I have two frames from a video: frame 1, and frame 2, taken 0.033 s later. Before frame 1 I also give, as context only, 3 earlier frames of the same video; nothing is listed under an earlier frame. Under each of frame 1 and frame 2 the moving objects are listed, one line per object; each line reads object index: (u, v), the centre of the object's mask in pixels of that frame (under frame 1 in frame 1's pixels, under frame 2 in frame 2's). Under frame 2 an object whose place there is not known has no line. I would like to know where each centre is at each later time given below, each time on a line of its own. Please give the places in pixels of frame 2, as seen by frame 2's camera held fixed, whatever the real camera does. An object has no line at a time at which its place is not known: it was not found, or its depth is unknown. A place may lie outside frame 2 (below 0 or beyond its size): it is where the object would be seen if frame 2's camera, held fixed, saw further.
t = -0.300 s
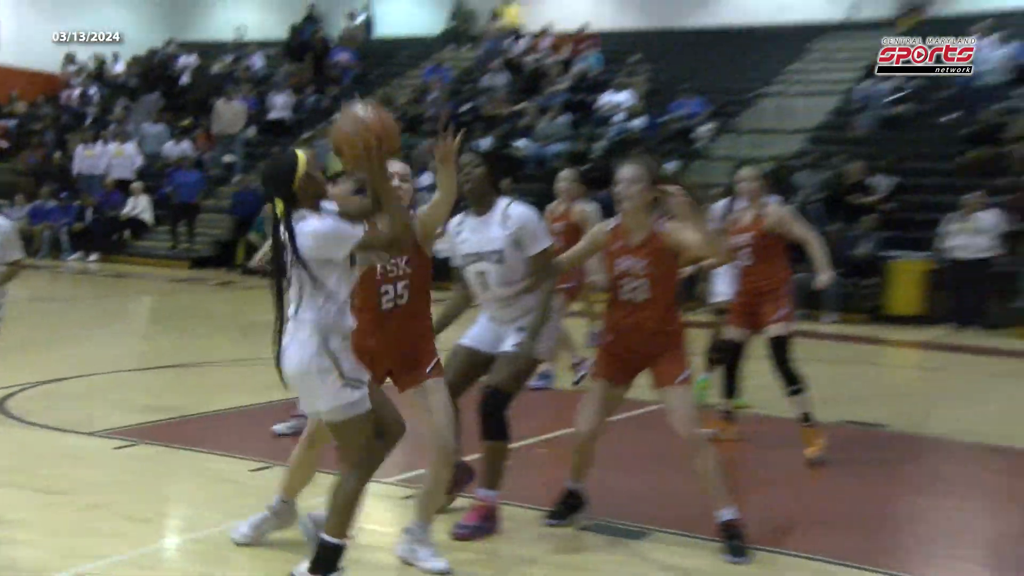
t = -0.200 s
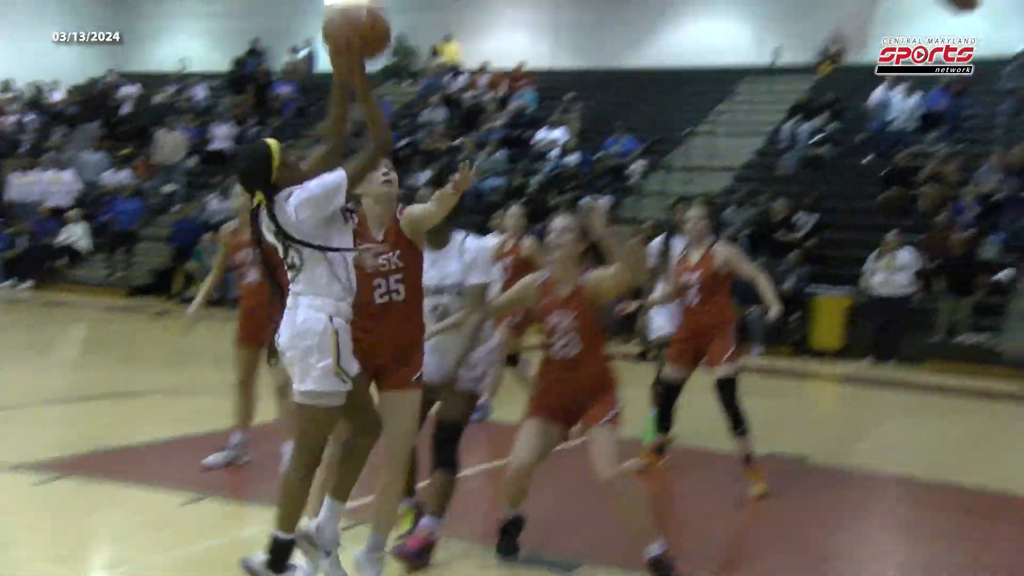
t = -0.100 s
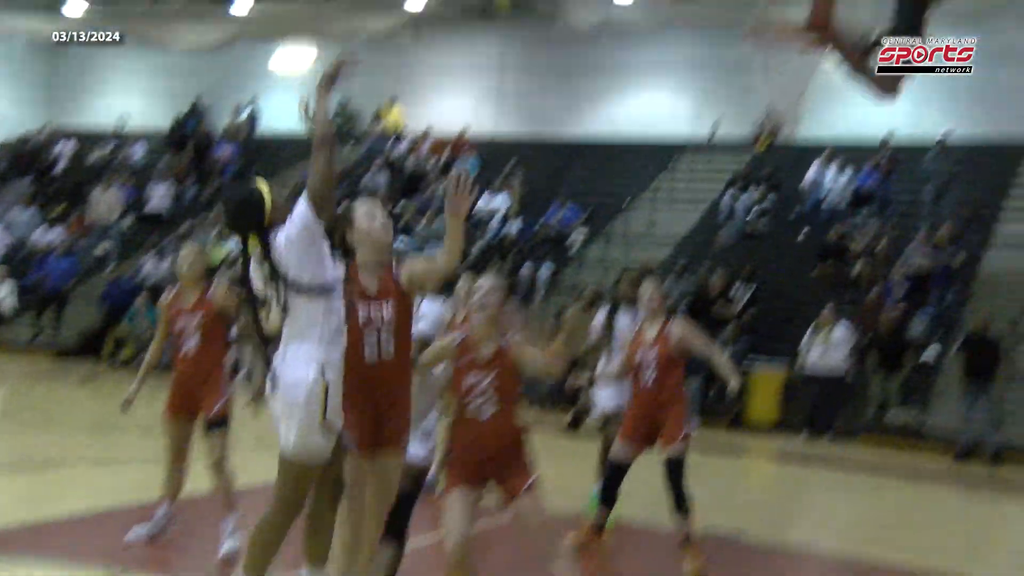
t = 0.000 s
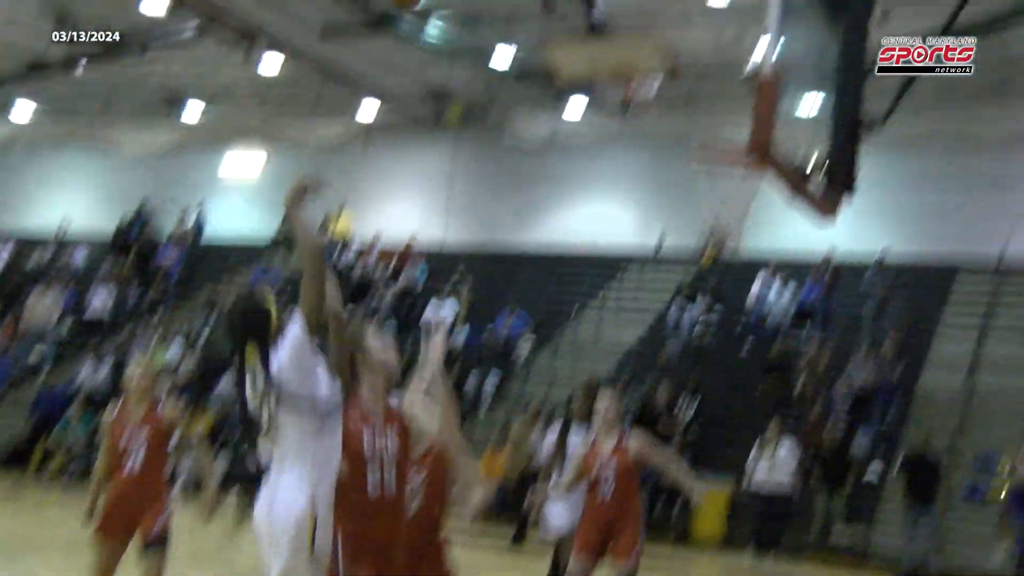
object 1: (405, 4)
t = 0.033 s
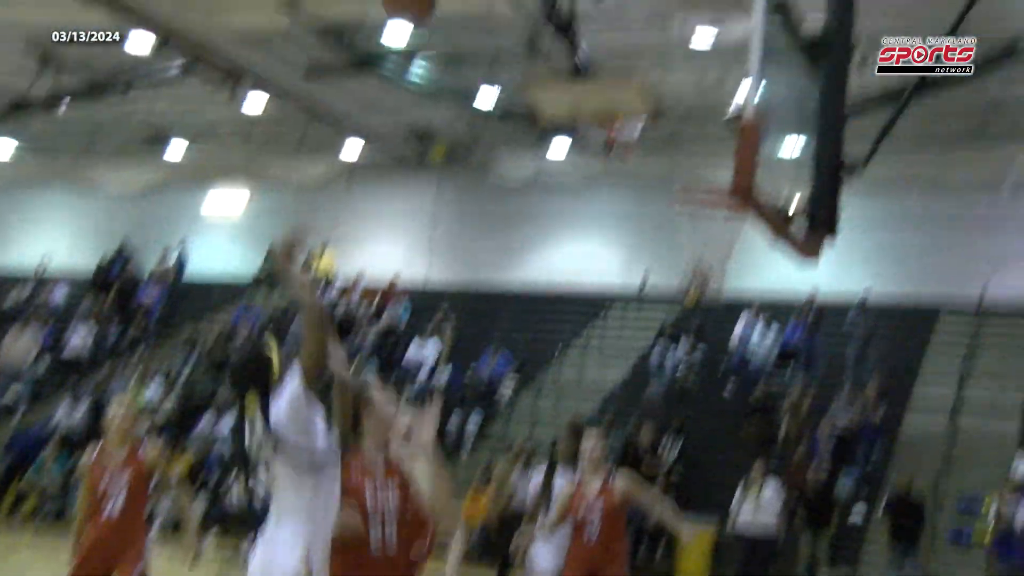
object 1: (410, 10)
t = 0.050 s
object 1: (419, -6)
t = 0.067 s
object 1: (429, -20)
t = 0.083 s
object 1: (439, -33)
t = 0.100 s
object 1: (450, -40)
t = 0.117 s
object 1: (459, -46)
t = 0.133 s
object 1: (469, -51)
